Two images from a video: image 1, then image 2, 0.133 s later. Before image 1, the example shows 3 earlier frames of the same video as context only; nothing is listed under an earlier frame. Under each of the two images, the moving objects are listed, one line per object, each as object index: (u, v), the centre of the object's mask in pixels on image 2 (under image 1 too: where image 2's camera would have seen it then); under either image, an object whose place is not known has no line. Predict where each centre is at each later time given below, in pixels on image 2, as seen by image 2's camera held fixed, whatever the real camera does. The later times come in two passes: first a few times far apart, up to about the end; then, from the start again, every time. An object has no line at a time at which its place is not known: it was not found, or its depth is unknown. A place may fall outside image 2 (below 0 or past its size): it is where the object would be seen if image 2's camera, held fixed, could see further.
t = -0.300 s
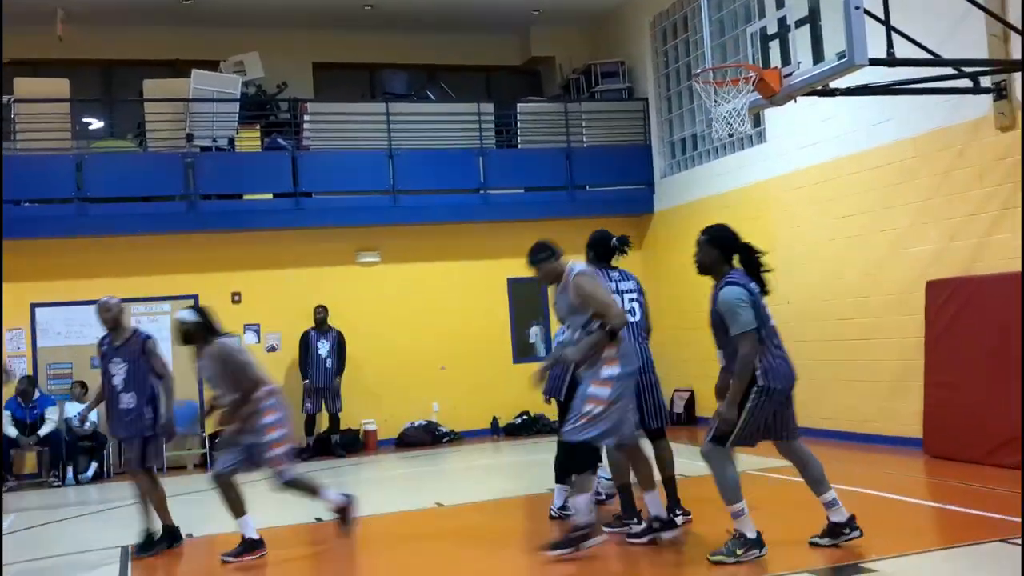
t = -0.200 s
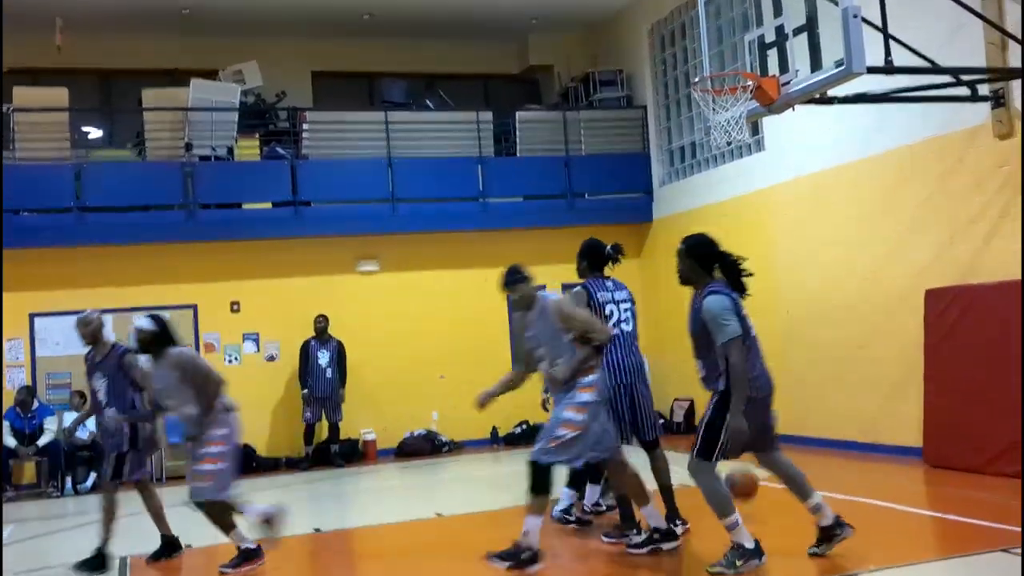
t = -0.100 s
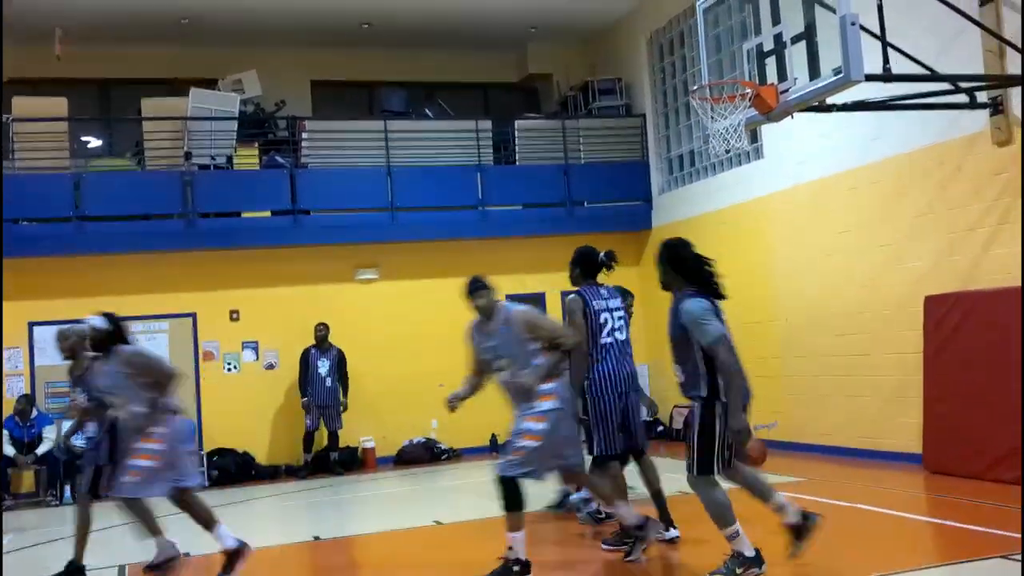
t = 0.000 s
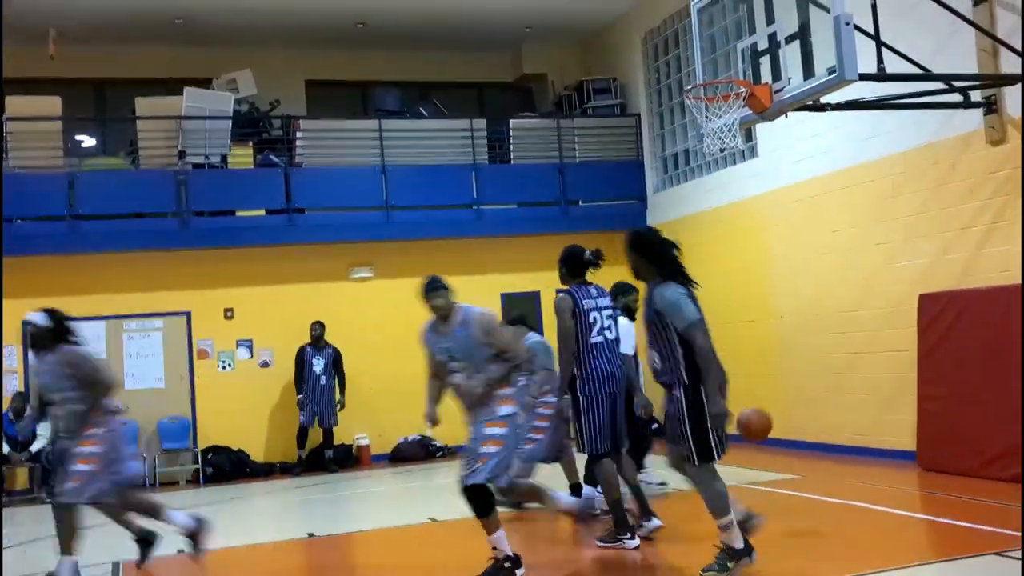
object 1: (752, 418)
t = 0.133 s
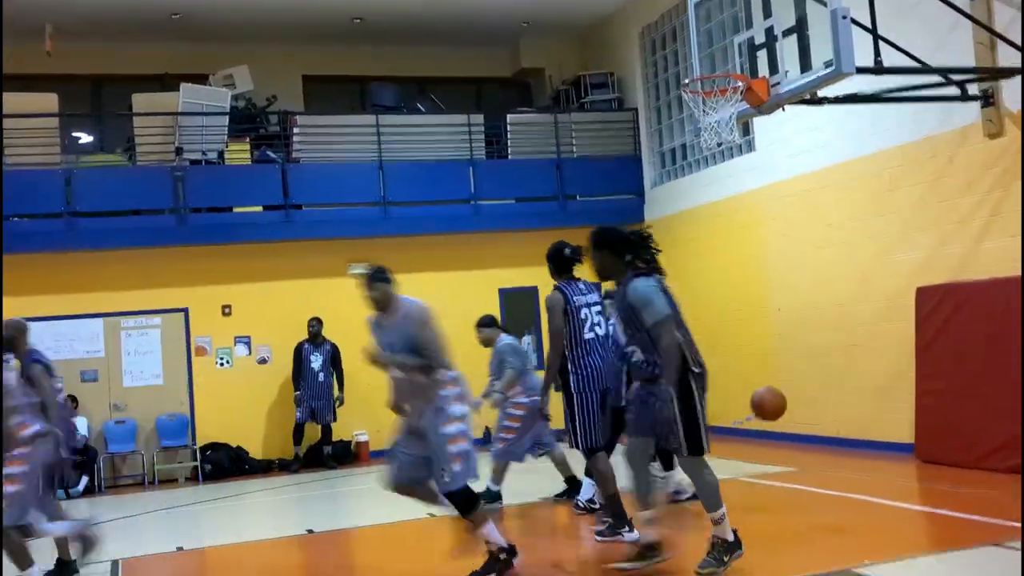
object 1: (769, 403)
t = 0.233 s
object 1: (783, 410)
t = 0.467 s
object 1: (824, 485)
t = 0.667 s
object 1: (850, 459)
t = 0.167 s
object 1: (773, 405)
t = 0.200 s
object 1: (778, 407)
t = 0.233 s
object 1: (783, 410)
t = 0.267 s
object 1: (788, 415)
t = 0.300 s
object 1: (793, 423)
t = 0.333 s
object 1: (799, 432)
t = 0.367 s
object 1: (804, 443)
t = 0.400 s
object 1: (810, 454)
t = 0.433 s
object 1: (817, 469)
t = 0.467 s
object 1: (824, 485)
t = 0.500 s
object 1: (831, 505)
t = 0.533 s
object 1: (837, 501)
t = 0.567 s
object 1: (840, 488)
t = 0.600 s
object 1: (843, 476)
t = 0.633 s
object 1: (846, 467)
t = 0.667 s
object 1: (850, 459)
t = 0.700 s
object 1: (855, 452)
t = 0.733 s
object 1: (858, 448)
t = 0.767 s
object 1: (863, 446)
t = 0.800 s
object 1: (868, 445)
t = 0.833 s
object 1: (872, 445)
